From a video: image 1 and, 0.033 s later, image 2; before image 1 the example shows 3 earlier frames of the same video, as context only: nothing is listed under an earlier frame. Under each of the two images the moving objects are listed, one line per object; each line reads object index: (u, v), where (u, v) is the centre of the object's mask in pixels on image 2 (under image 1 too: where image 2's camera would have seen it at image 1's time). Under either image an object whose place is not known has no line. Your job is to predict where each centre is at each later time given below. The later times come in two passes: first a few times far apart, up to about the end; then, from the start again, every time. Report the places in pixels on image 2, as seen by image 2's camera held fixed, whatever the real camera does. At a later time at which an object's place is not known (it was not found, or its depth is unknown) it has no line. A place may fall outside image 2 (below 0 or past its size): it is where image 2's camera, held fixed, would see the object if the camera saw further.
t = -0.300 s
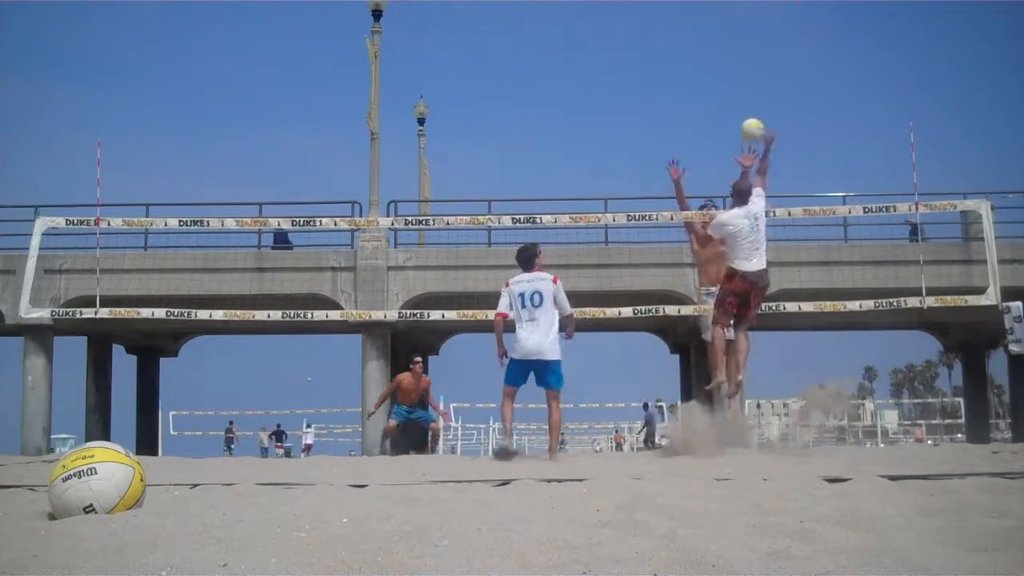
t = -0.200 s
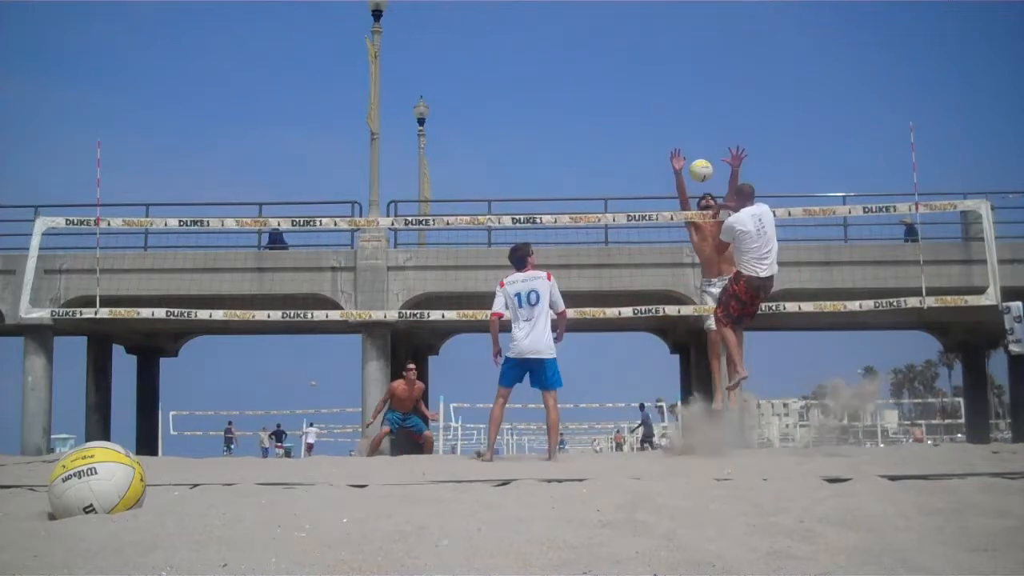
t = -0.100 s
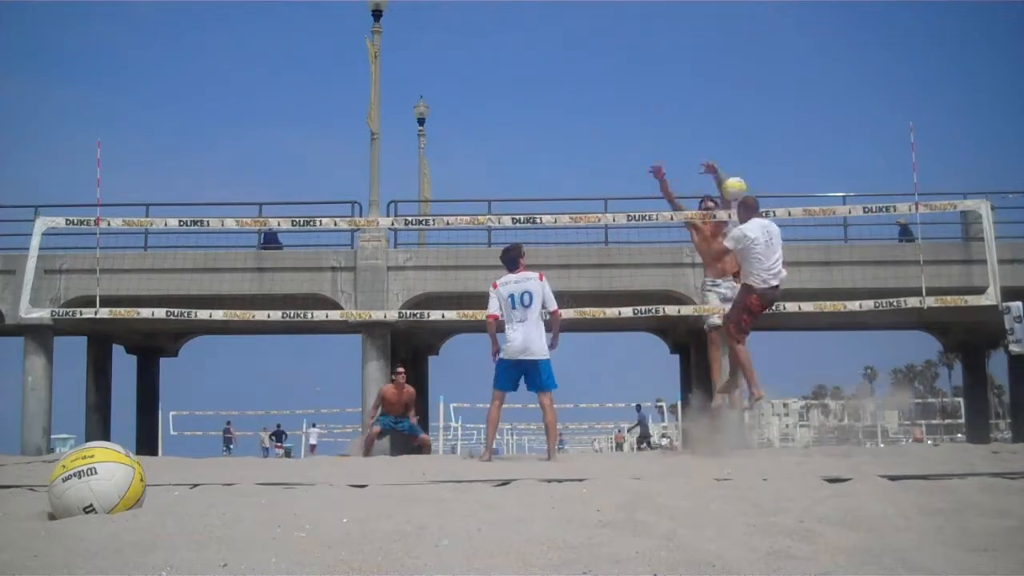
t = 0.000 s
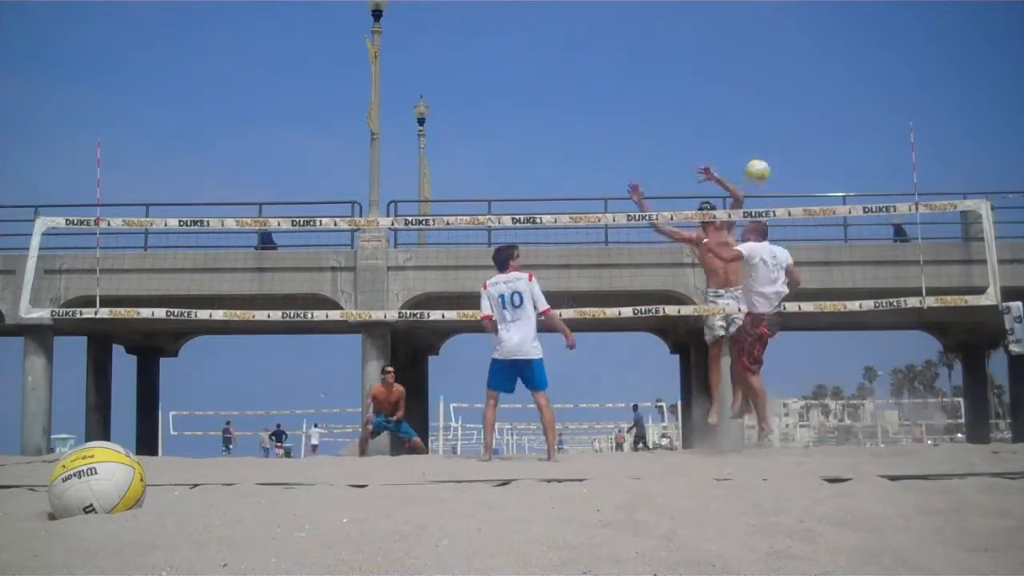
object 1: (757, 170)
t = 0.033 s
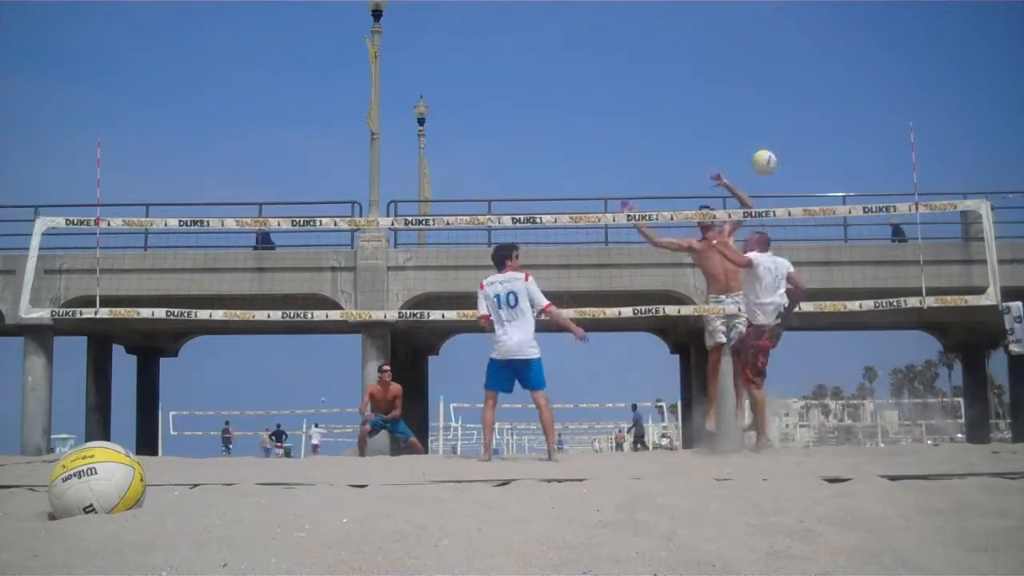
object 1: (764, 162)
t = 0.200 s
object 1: (798, 131)
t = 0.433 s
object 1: (853, 139)
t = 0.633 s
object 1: (909, 204)
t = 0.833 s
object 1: (972, 329)
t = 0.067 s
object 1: (770, 153)
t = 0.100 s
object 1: (777, 145)
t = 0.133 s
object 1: (784, 140)
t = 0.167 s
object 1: (791, 135)
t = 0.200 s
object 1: (798, 131)
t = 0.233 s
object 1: (805, 129)
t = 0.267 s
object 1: (812, 127)
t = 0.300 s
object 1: (820, 127)
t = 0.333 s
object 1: (828, 129)
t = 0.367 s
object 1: (836, 131)
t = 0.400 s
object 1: (845, 135)
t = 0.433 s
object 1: (853, 139)
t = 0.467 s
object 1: (862, 147)
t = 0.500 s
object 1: (871, 156)
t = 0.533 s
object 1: (881, 165)
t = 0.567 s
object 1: (890, 175)
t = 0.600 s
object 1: (899, 190)
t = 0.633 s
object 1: (909, 204)
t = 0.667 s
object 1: (919, 218)
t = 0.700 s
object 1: (931, 237)
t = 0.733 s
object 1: (941, 255)
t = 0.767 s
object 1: (950, 280)
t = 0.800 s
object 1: (961, 303)
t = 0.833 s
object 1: (972, 329)
